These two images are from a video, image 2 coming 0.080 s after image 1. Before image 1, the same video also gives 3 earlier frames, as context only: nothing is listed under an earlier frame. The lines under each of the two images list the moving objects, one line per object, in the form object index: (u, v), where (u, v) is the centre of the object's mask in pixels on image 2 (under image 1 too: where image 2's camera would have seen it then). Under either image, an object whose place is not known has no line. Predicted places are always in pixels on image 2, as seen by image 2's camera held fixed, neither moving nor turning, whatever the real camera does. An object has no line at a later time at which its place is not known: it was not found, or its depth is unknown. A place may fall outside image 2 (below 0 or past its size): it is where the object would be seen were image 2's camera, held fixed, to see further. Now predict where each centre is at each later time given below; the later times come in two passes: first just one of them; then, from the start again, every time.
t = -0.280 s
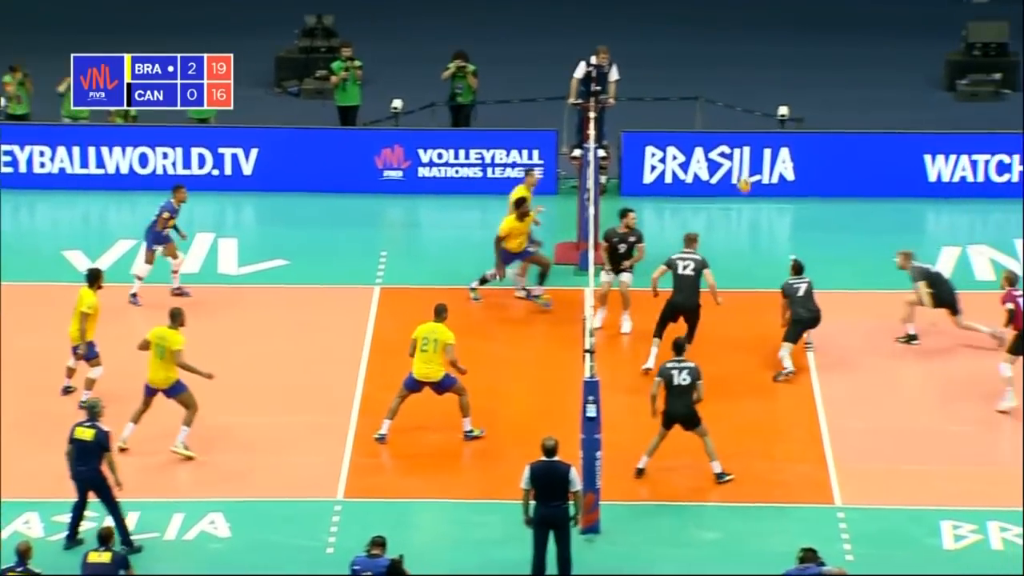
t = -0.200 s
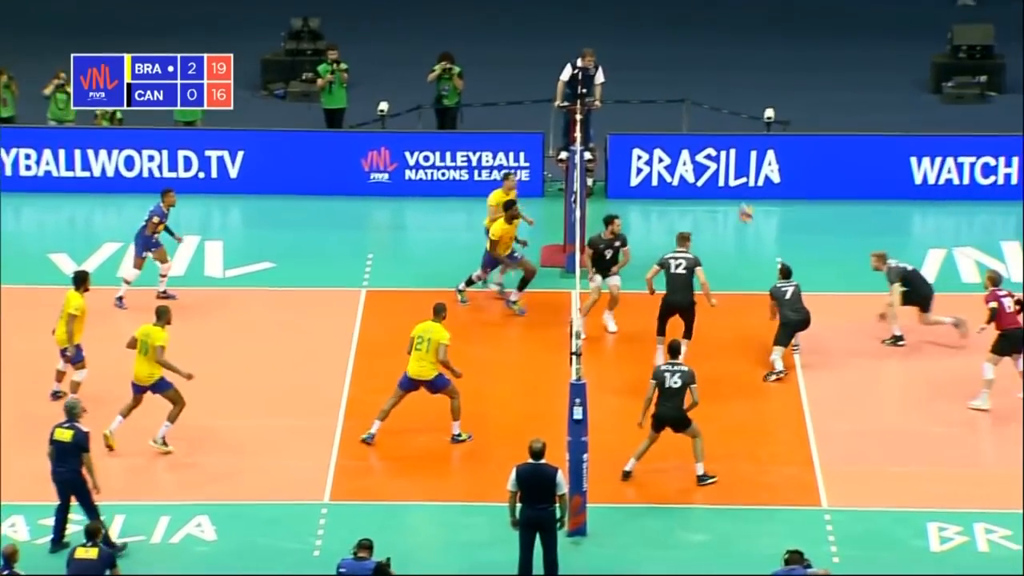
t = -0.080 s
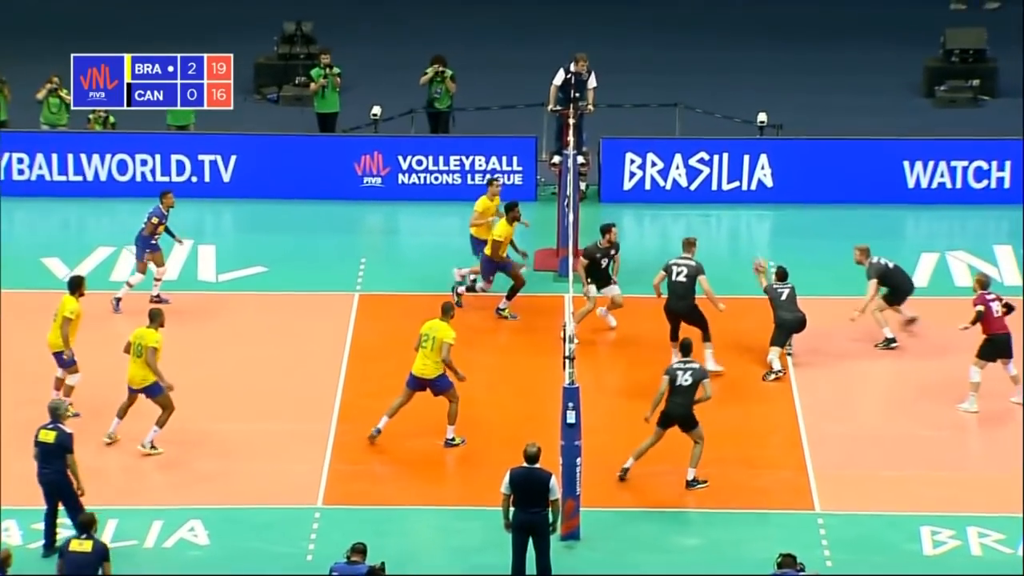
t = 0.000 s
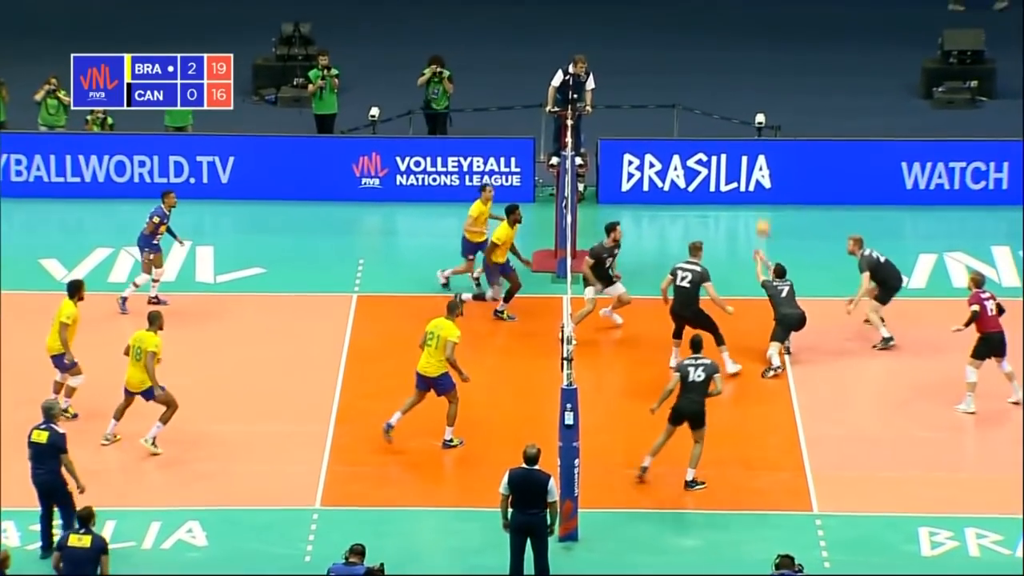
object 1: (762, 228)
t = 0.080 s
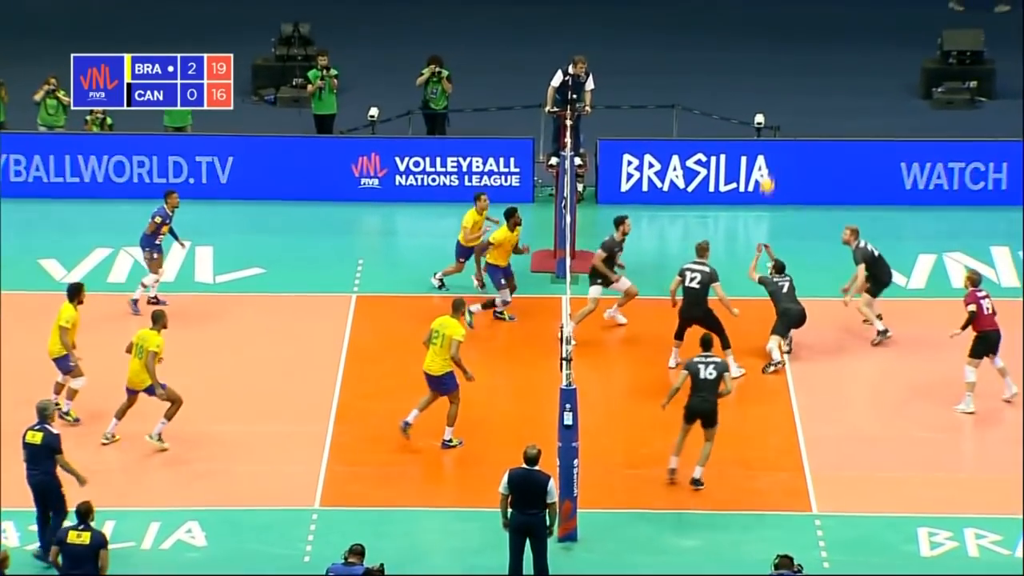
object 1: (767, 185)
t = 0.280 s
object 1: (777, 93)
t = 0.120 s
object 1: (770, 163)
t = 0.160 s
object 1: (771, 143)
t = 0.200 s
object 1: (773, 126)
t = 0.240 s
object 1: (774, 108)
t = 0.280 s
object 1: (777, 93)
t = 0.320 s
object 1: (779, 78)
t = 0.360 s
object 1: (780, 64)
